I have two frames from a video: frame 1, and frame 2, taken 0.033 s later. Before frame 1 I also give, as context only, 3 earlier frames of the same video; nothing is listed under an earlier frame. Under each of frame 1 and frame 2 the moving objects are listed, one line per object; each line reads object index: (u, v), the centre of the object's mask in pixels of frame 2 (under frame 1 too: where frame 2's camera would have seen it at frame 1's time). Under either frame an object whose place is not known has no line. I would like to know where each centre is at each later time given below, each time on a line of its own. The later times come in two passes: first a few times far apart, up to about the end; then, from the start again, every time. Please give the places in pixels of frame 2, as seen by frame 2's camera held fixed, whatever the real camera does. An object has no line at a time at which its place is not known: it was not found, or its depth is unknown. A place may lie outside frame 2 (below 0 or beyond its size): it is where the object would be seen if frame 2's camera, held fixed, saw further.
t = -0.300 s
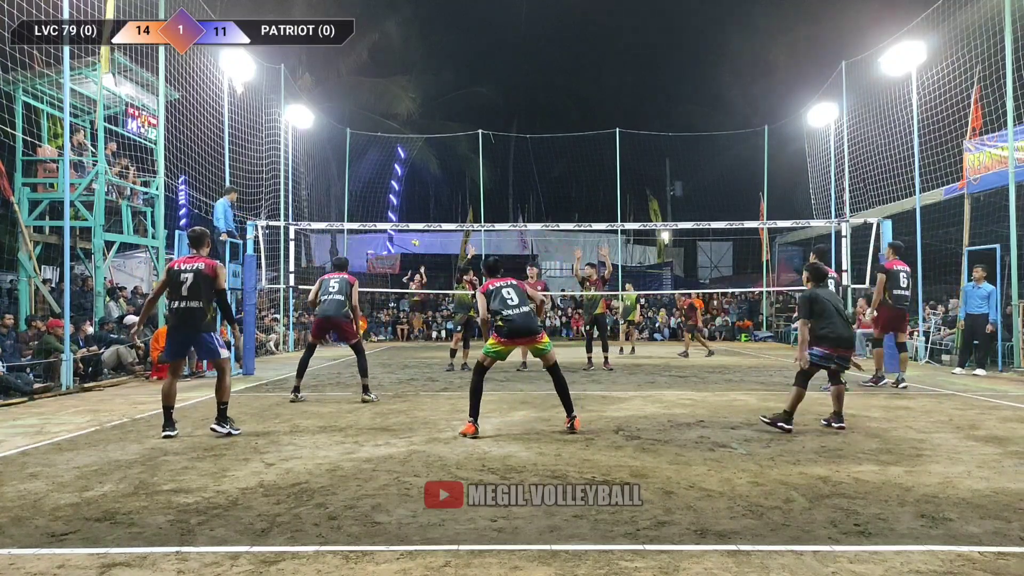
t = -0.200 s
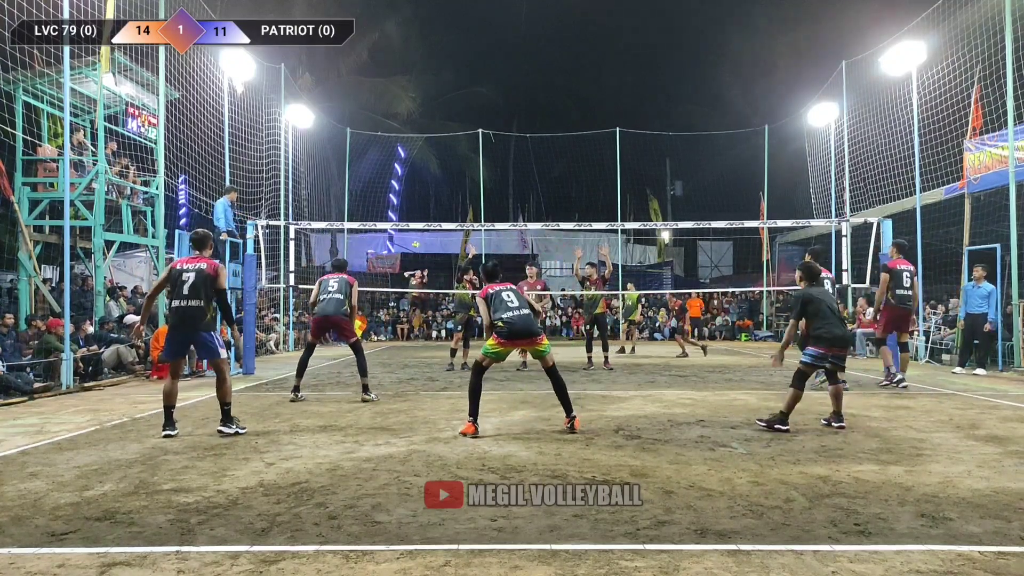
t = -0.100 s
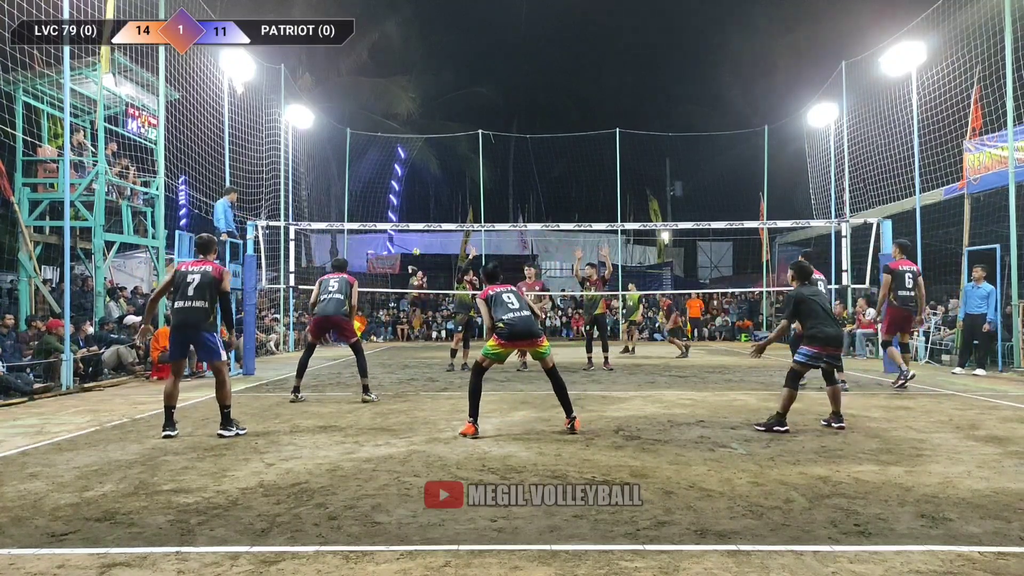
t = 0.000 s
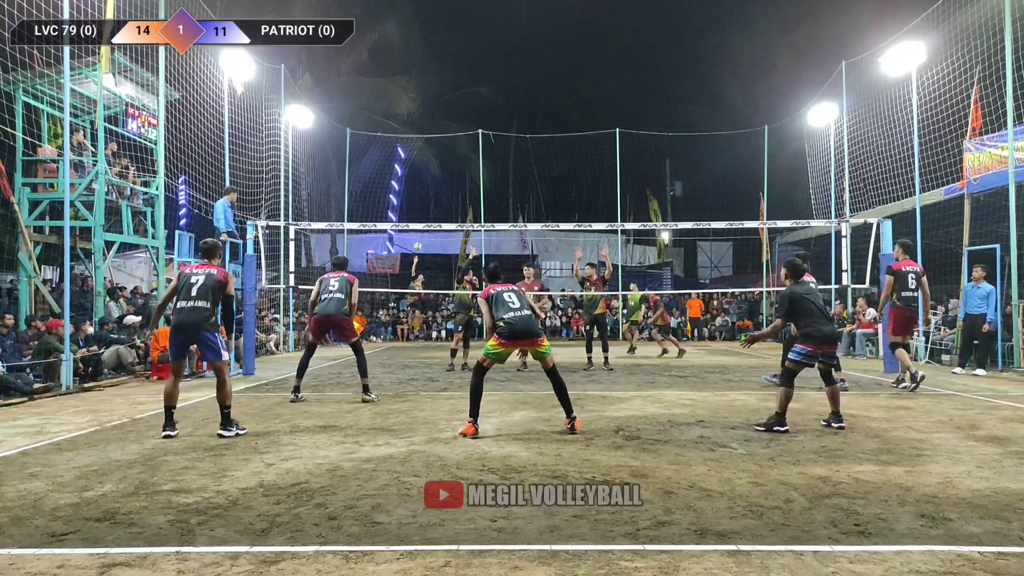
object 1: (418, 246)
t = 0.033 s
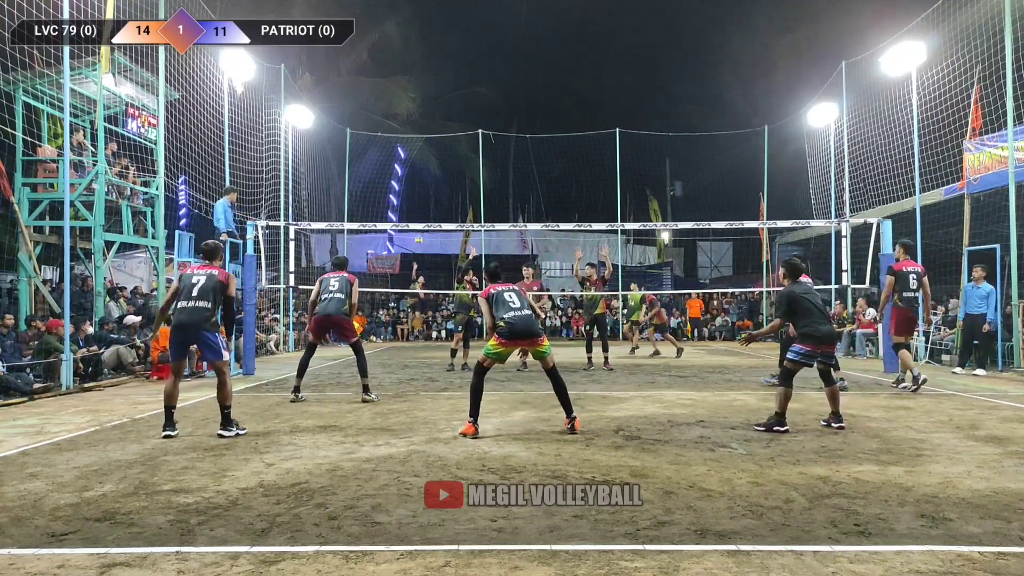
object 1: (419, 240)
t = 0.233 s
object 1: (426, 204)
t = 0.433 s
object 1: (436, 181)
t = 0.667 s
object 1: (454, 169)
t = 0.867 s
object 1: (476, 182)
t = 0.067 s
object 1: (420, 233)
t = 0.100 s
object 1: (421, 230)
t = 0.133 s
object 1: (422, 220)
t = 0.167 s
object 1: (423, 214)
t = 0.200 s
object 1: (425, 209)
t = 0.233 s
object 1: (426, 204)
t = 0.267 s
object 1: (427, 199)
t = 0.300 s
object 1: (429, 195)
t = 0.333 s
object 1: (430, 191)
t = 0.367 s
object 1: (432, 188)
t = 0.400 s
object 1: (434, 184)
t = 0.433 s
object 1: (436, 181)
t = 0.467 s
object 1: (438, 178)
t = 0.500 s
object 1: (440, 176)
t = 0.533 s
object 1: (443, 174)
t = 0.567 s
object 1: (446, 172)
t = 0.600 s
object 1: (448, 170)
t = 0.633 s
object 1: (451, 169)
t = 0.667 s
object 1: (454, 169)
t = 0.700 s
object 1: (456, 169)
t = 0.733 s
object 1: (460, 170)
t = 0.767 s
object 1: (463, 172)
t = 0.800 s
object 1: (467, 174)
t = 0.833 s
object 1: (471, 177)
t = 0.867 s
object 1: (476, 182)
